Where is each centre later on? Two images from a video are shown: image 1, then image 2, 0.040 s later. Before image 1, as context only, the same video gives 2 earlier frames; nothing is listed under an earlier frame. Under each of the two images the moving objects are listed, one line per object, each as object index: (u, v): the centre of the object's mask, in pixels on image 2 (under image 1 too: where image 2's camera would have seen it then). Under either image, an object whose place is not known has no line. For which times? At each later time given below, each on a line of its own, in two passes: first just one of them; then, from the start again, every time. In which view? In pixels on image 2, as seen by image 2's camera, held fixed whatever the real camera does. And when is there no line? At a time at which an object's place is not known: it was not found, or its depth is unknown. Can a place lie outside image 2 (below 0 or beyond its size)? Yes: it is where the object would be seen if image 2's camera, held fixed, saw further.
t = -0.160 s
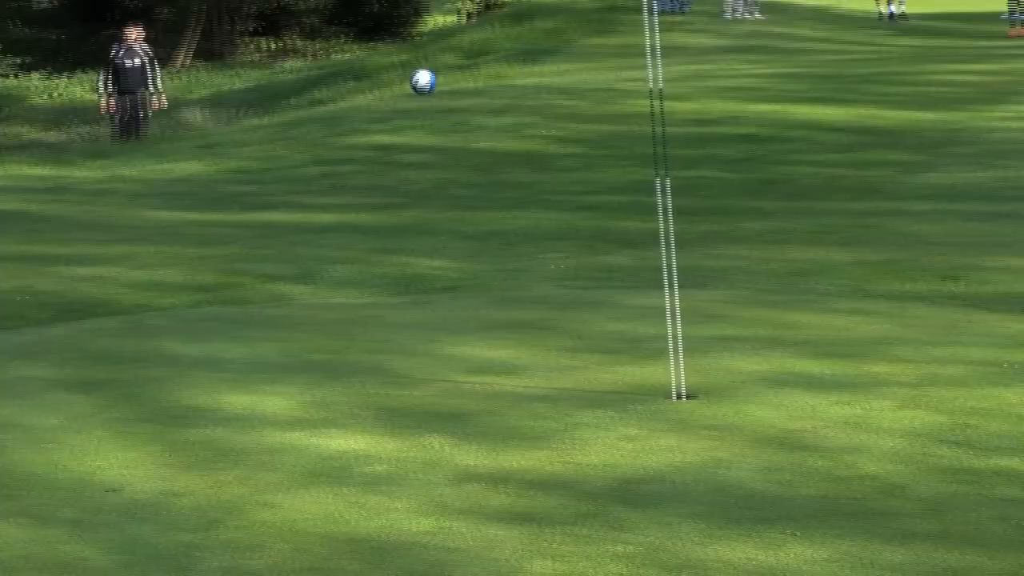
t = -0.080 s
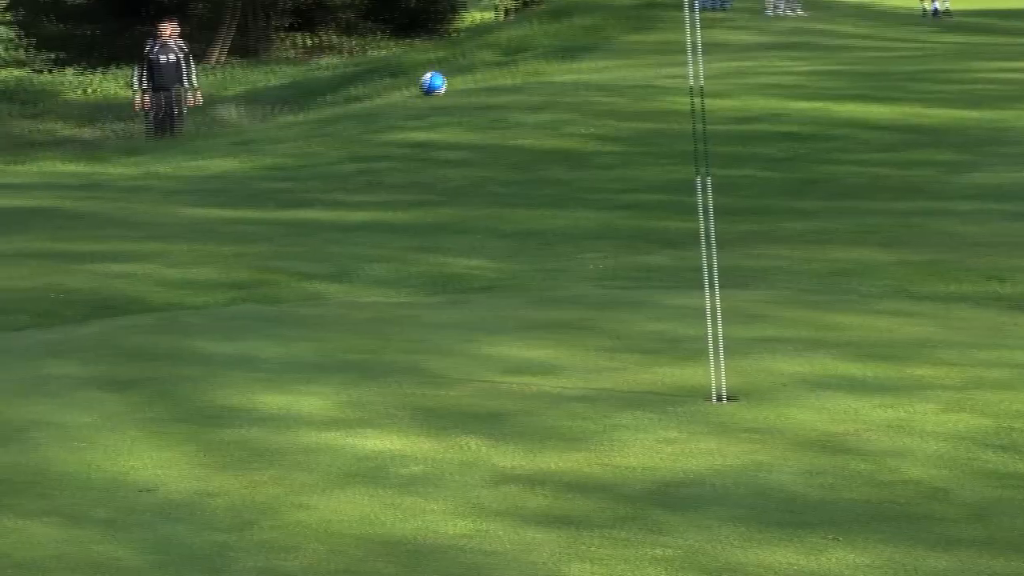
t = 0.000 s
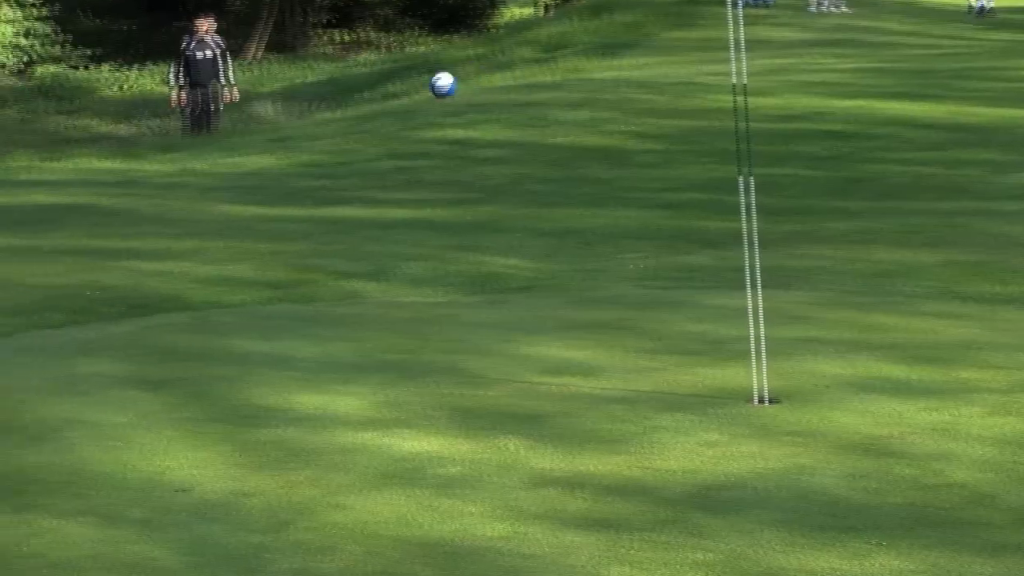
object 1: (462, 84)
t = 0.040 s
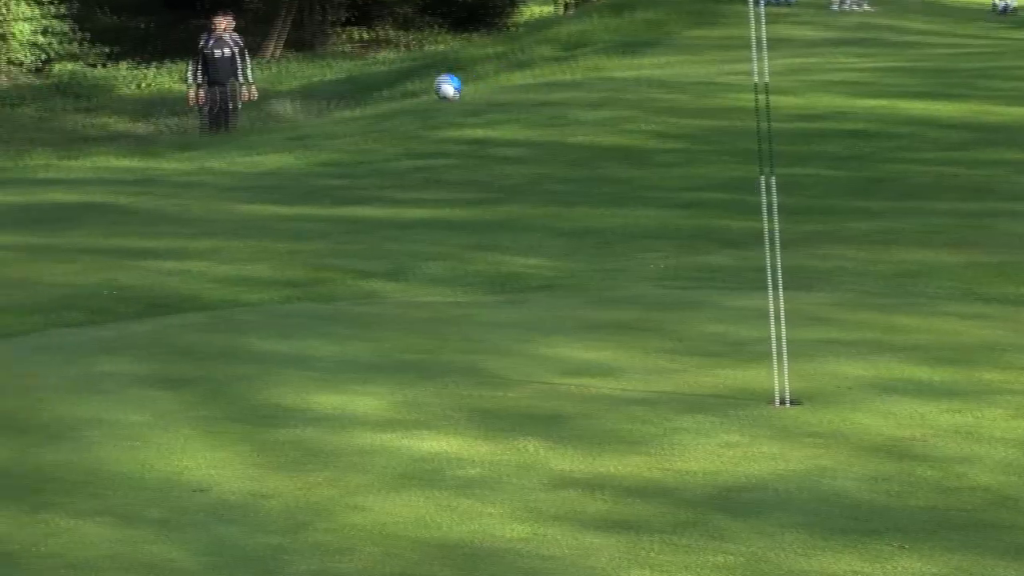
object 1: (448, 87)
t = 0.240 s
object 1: (372, 101)
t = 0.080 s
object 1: (433, 89)
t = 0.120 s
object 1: (418, 91)
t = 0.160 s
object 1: (403, 94)
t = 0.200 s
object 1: (386, 98)
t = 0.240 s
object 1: (372, 101)
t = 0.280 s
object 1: (356, 104)
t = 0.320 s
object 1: (342, 106)
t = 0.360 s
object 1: (326, 109)
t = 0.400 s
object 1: (311, 112)
